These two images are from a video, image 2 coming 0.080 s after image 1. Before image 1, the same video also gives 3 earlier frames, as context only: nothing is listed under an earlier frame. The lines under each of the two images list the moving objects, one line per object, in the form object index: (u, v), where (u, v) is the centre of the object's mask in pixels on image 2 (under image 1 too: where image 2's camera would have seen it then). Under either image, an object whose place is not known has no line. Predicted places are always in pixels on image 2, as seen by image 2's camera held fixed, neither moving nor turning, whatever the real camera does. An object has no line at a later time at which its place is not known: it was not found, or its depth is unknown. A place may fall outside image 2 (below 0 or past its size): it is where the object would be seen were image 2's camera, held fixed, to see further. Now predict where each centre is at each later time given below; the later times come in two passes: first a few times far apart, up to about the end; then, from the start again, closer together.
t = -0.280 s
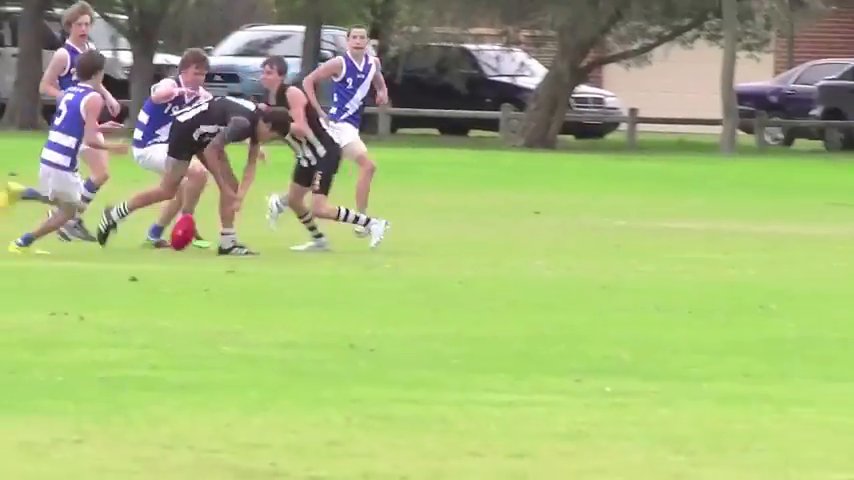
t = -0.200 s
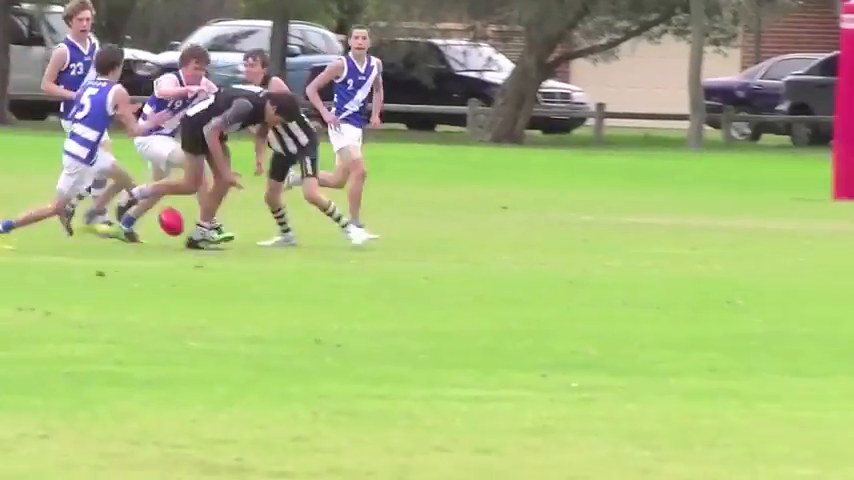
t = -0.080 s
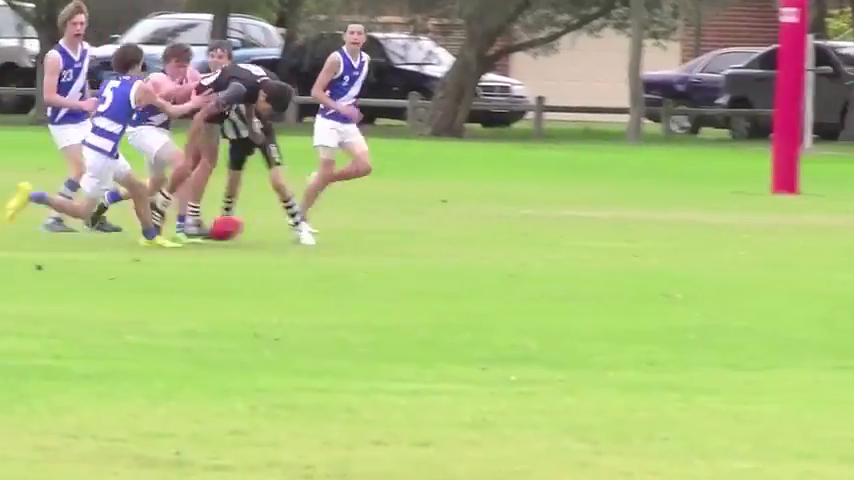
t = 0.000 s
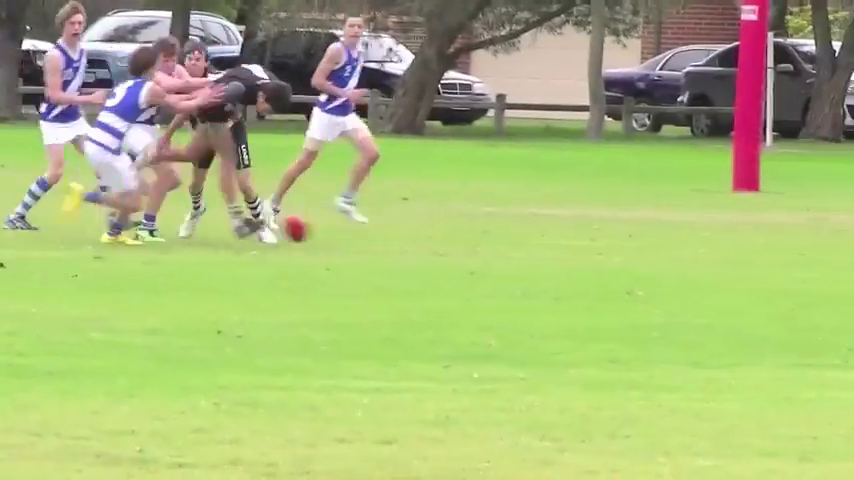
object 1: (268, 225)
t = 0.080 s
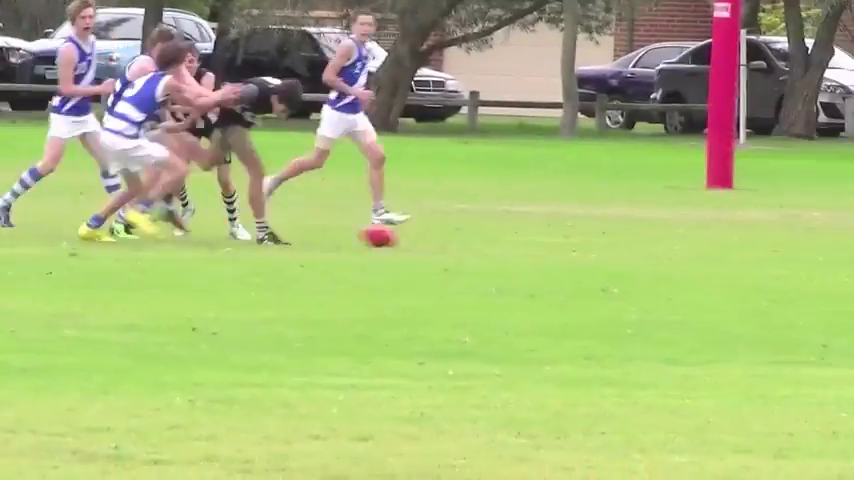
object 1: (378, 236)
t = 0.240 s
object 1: (552, 215)
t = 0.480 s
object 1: (806, 242)
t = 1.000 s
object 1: (1194, 250)
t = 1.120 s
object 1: (1278, 246)
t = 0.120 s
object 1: (426, 233)
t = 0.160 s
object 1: (468, 225)
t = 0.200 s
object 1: (509, 219)
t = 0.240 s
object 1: (552, 215)
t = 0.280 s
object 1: (595, 213)
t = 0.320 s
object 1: (637, 215)
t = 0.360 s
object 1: (679, 218)
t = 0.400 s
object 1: (721, 224)
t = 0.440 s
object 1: (763, 231)
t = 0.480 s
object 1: (806, 242)
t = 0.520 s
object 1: (846, 251)
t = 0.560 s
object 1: (876, 242)
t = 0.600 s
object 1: (904, 232)
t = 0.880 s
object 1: (1110, 237)
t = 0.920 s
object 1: (1137, 247)
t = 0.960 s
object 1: (1167, 255)
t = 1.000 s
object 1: (1194, 250)
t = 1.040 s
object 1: (1222, 245)
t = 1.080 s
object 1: (1250, 244)
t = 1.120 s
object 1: (1278, 246)
